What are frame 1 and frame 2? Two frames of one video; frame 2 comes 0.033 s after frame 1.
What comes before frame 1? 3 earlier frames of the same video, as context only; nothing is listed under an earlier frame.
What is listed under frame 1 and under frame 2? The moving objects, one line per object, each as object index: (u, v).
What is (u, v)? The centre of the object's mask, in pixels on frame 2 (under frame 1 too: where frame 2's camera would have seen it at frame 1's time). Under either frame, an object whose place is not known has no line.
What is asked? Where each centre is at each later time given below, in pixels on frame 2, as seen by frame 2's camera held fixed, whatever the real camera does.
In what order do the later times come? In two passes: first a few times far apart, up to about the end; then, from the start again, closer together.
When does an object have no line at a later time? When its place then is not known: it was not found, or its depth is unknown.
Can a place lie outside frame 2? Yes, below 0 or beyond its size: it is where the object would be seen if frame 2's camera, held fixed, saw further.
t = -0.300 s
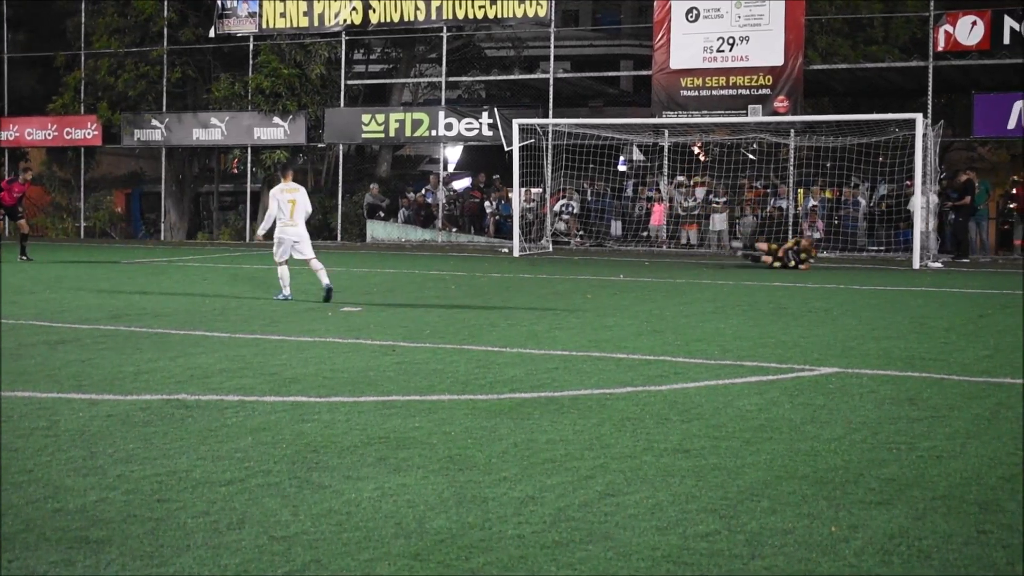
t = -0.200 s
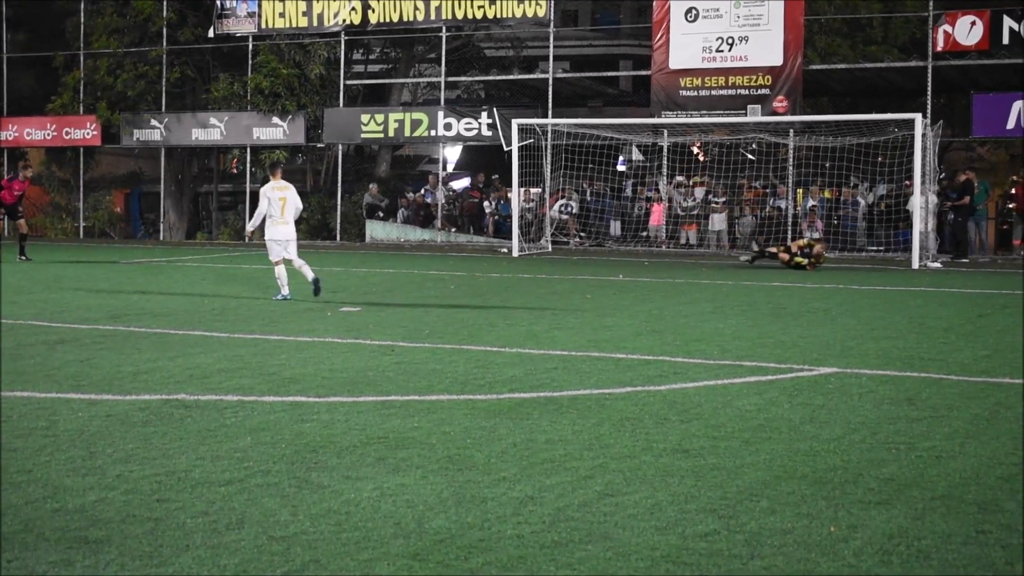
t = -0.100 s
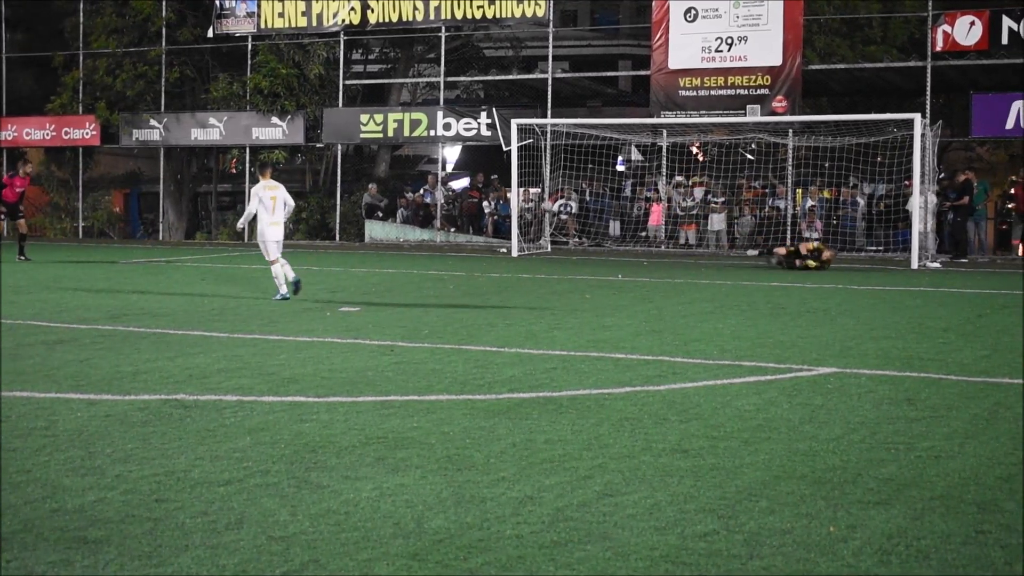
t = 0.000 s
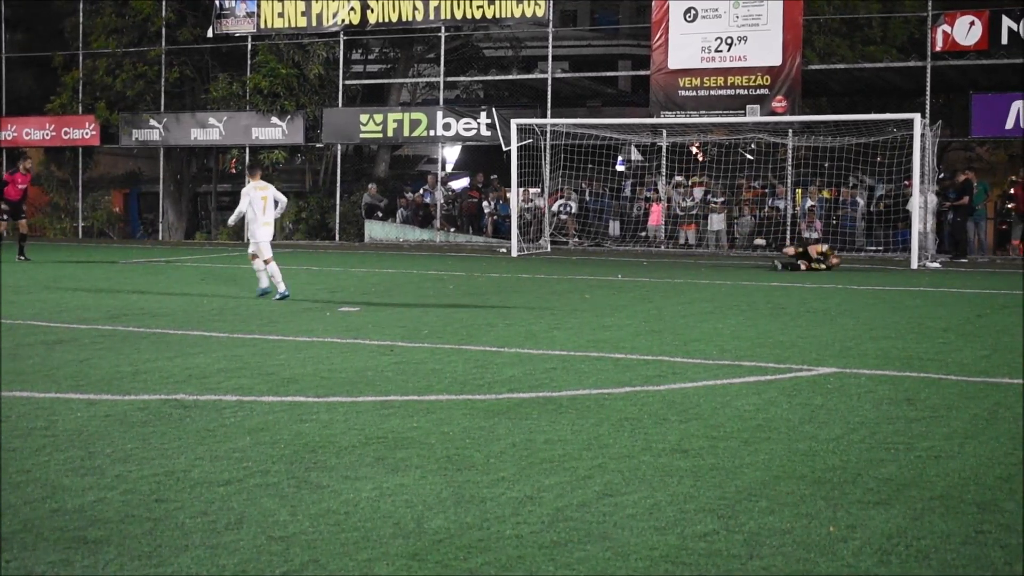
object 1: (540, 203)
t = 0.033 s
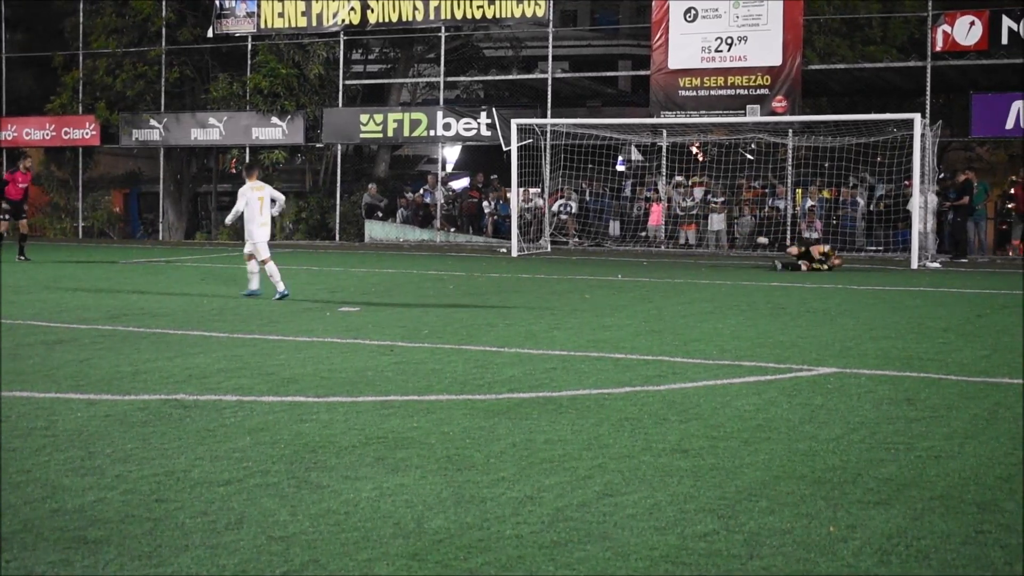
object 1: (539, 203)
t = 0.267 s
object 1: (522, 217)
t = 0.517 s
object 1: (501, 261)
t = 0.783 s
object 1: (486, 236)
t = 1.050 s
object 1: (469, 253)
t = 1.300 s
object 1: (459, 256)
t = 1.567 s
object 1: (453, 267)
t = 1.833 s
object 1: (445, 268)
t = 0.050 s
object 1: (537, 202)
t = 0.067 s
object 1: (537, 203)
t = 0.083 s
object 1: (534, 204)
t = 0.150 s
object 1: (530, 207)
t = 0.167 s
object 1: (529, 208)
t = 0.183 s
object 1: (527, 209)
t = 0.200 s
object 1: (526, 210)
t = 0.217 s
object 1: (525, 211)
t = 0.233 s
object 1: (524, 214)
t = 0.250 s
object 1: (523, 216)
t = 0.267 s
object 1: (522, 217)
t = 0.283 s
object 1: (521, 220)
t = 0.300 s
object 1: (519, 223)
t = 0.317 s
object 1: (517, 225)
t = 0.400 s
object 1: (510, 240)
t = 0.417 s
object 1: (508, 243)
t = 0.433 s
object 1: (507, 248)
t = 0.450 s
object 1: (505, 251)
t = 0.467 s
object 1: (504, 254)
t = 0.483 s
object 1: (503, 258)
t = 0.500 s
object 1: (501, 263)
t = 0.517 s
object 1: (501, 261)
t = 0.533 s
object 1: (500, 259)
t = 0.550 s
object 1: (500, 257)
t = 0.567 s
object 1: (498, 254)
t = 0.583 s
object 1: (497, 251)
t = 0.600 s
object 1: (497, 249)
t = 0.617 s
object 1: (496, 247)
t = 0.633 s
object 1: (494, 245)
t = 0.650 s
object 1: (495, 243)
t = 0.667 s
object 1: (492, 242)
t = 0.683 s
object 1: (492, 240)
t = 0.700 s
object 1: (491, 239)
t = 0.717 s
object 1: (489, 238)
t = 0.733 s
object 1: (489, 237)
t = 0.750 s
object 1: (488, 236)
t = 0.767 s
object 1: (487, 236)
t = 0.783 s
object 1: (486, 236)
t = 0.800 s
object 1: (485, 236)
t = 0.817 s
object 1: (484, 235)
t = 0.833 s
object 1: (483, 234)
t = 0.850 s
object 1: (482, 235)
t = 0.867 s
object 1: (481, 236)
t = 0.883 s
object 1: (480, 237)
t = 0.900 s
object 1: (479, 238)
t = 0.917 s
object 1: (478, 238)
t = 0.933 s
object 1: (476, 239)
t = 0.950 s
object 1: (475, 241)
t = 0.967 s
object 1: (475, 242)
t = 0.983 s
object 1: (473, 245)
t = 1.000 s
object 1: (472, 246)
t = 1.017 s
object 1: (472, 248)
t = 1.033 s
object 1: (471, 251)
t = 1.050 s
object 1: (469, 253)
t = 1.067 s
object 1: (468, 256)
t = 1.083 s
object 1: (467, 259)
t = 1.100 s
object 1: (466, 262)
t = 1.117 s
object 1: (465, 265)
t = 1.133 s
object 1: (464, 268)
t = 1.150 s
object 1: (463, 269)
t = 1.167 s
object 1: (462, 267)
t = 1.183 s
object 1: (462, 265)
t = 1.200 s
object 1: (462, 263)
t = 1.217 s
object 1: (462, 261)
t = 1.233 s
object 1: (461, 260)
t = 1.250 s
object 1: (461, 259)
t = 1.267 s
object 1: (460, 258)
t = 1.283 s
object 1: (460, 257)
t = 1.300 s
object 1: (459, 256)
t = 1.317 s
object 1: (459, 255)
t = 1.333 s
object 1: (459, 255)
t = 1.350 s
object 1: (458, 254)
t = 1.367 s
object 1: (458, 254)
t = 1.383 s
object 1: (458, 254)
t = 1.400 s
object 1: (457, 254)
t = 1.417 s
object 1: (457, 255)
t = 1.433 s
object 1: (456, 256)
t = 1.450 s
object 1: (455, 256)
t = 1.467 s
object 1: (455, 257)
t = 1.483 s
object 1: (455, 259)
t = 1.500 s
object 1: (455, 260)
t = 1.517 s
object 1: (454, 261)
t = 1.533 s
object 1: (454, 263)
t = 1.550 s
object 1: (453, 265)
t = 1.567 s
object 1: (453, 267)
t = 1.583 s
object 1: (453, 269)
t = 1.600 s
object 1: (452, 268)
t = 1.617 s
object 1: (452, 267)
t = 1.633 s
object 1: (451, 266)
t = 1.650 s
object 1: (451, 265)
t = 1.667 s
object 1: (450, 264)
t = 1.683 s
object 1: (450, 264)
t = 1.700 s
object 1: (449, 264)
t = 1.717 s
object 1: (448, 264)
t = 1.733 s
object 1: (448, 264)
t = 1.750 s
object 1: (448, 264)
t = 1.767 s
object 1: (447, 264)
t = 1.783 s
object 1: (447, 265)
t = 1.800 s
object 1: (446, 266)
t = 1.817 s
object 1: (446, 267)
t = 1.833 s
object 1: (445, 268)
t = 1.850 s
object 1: (445, 269)
